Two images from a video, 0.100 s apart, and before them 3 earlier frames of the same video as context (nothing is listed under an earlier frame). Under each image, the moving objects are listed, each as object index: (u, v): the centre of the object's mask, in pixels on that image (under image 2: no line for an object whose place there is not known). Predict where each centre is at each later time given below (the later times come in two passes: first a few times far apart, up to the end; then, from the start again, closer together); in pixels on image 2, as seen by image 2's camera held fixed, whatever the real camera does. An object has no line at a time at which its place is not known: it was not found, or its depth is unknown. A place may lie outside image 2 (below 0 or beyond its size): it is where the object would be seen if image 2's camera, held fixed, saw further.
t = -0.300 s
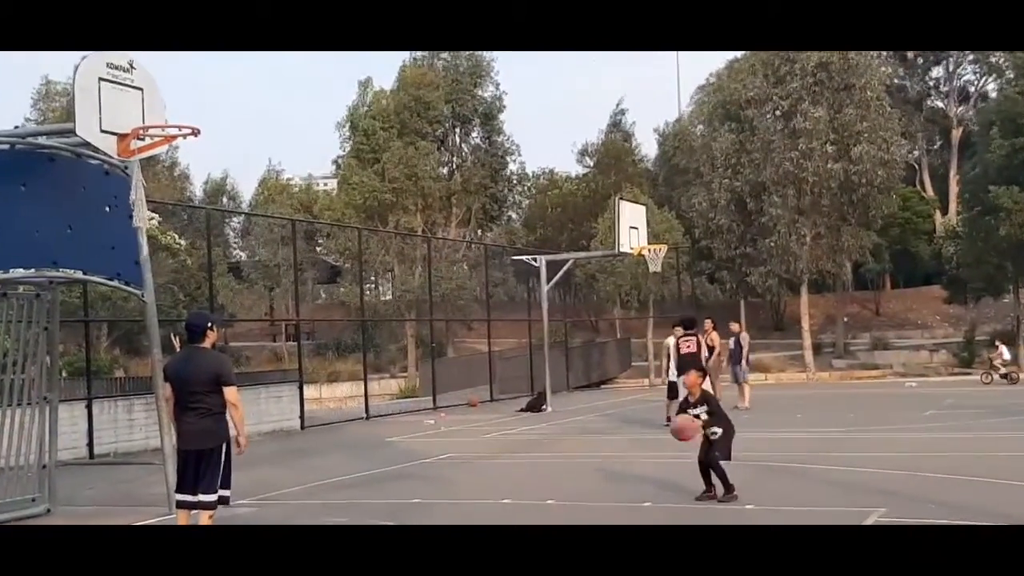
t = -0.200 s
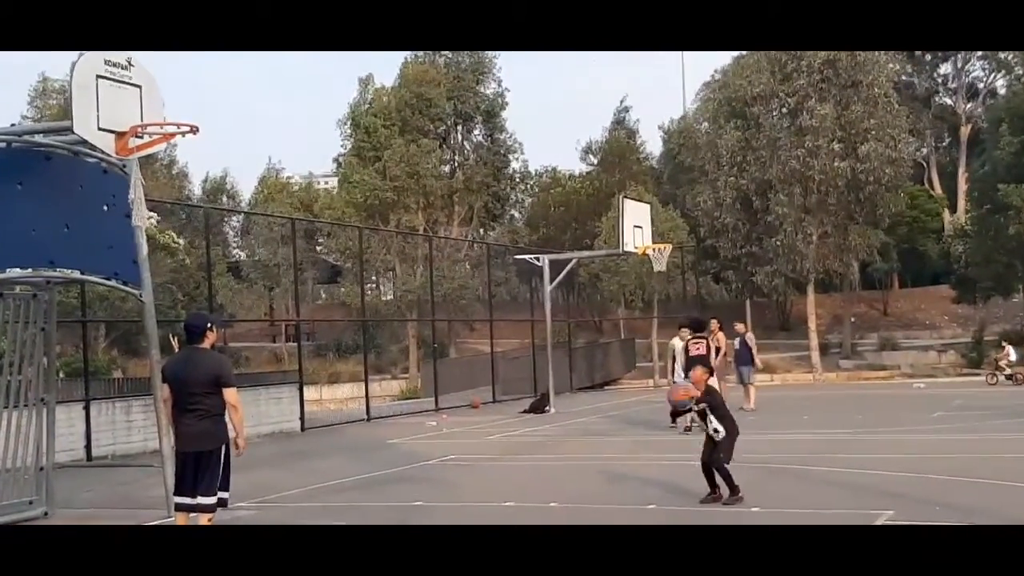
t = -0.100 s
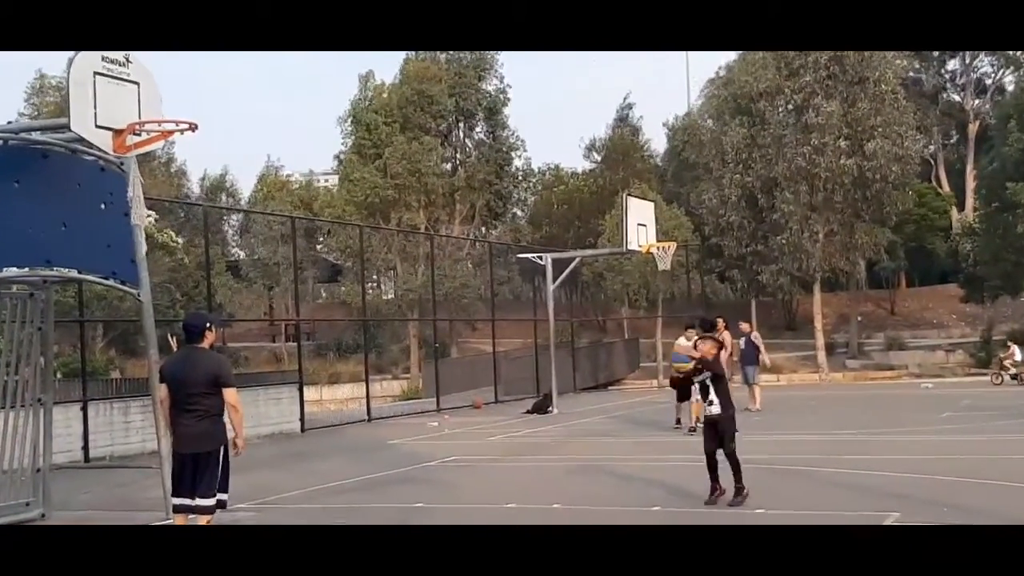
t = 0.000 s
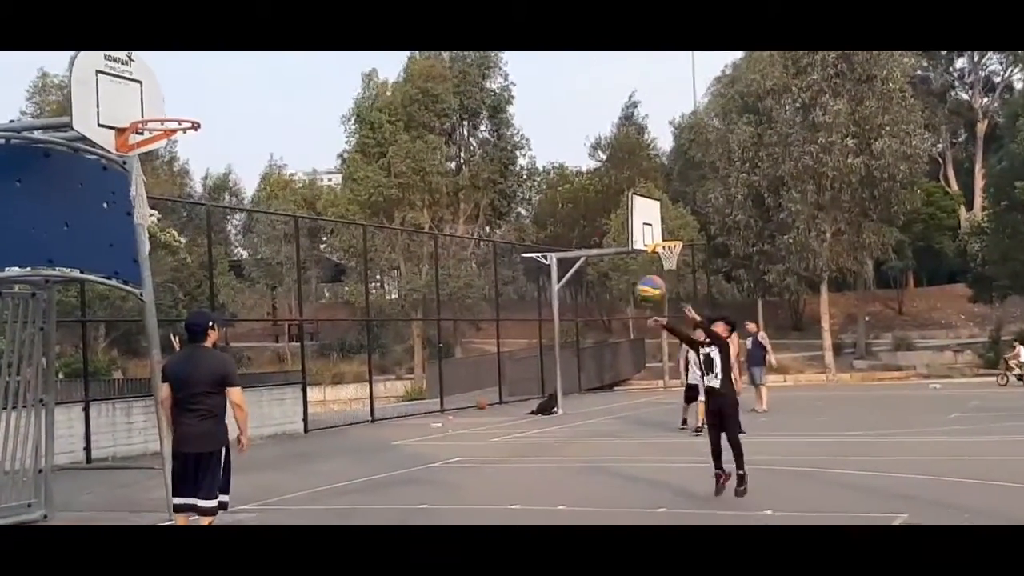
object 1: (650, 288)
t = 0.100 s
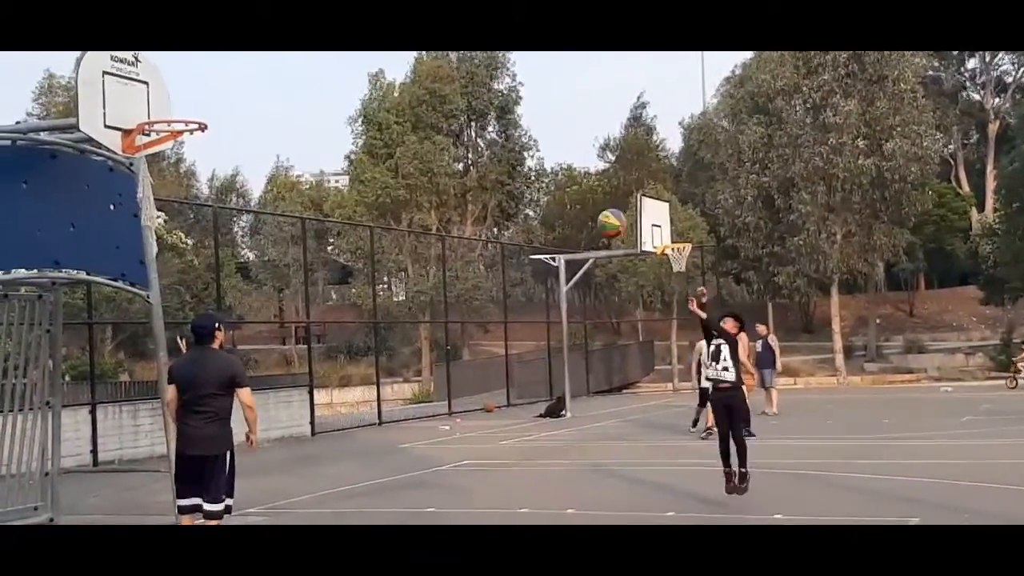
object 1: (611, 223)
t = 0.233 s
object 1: (548, 151)
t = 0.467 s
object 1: (437, 73)
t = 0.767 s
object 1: (289, 70)
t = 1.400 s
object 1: (328, 113)
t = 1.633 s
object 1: (383, 205)
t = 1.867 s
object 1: (431, 350)
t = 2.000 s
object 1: (456, 458)
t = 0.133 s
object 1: (596, 202)
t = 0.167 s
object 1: (580, 184)
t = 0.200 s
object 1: (563, 167)
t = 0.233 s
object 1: (548, 151)
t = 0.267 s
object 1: (532, 136)
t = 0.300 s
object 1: (517, 122)
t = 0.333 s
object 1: (502, 109)
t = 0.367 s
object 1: (486, 101)
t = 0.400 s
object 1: (469, 88)
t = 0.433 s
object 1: (453, 80)
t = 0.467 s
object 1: (437, 73)
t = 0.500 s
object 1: (420, 67)
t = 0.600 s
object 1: (371, 61)
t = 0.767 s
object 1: (289, 70)
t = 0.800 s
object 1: (273, 77)
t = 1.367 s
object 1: (320, 105)
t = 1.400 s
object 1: (328, 113)
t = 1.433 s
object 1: (336, 123)
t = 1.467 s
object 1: (344, 134)
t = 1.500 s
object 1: (351, 146)
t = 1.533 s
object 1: (359, 160)
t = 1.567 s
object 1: (368, 173)
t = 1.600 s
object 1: (377, 189)
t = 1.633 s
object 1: (383, 205)
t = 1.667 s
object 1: (390, 223)
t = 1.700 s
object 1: (398, 242)
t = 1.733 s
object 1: (405, 261)
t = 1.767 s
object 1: (414, 282)
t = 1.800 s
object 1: (418, 304)
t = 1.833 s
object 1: (424, 325)
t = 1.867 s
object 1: (431, 350)
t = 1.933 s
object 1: (445, 402)
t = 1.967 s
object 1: (450, 430)
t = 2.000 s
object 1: (456, 458)
